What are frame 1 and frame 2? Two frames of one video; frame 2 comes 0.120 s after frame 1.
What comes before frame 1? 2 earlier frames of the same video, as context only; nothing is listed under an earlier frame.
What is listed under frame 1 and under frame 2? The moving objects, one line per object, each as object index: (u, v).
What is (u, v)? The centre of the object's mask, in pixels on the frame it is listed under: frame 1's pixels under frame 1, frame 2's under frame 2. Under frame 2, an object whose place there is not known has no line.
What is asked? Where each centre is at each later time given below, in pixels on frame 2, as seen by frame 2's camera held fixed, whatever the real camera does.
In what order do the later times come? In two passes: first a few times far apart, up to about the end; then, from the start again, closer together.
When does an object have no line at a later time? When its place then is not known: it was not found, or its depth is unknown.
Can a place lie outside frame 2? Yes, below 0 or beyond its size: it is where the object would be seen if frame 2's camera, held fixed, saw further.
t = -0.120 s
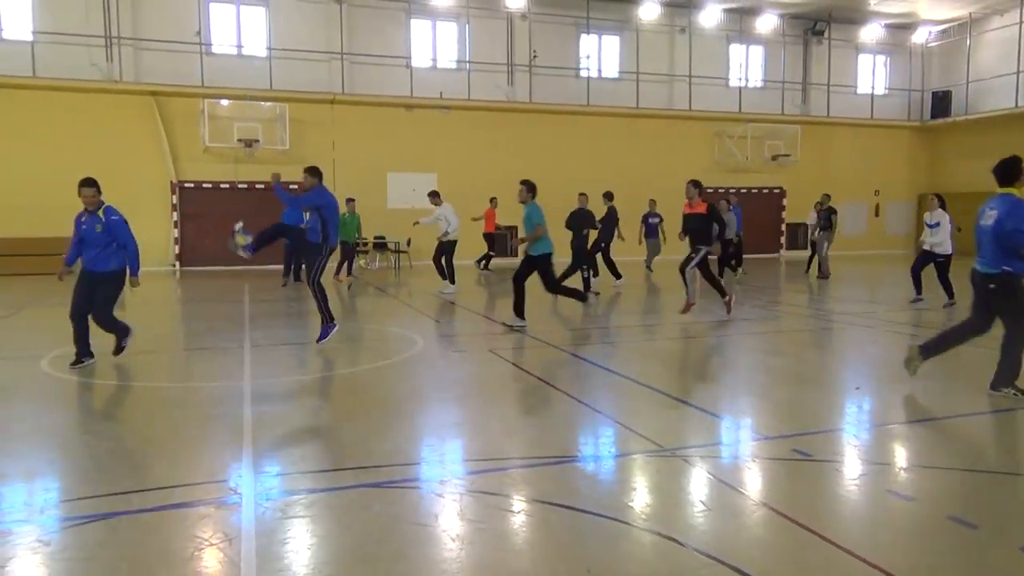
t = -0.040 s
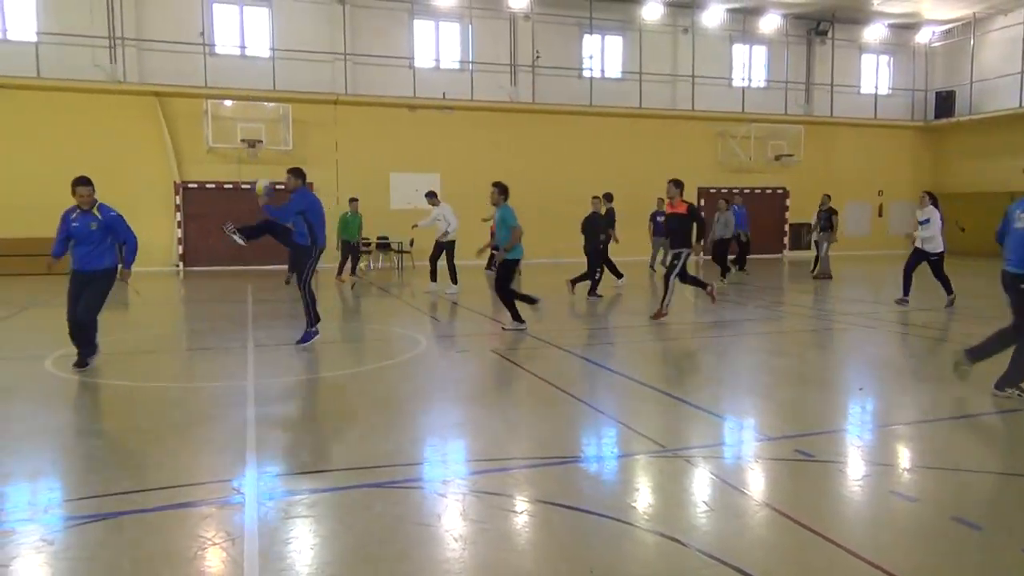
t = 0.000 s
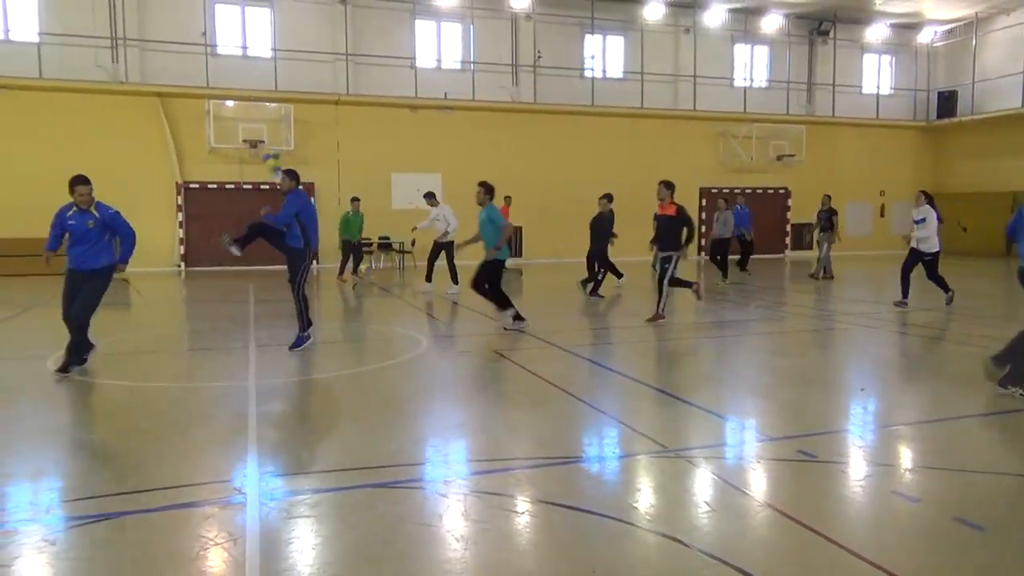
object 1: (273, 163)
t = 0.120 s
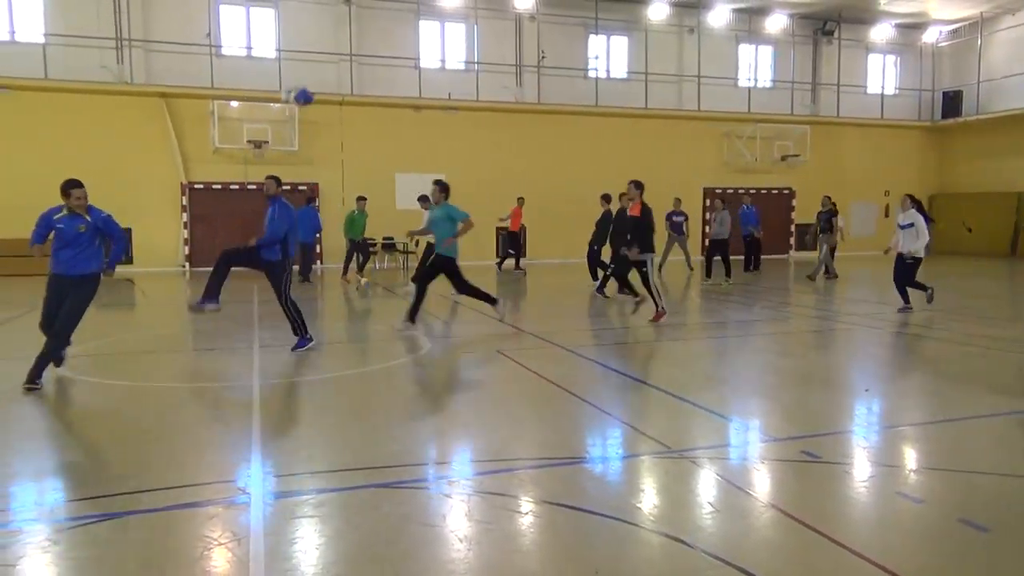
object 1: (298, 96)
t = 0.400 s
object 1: (370, 6)
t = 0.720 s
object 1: (458, 23)
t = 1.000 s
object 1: (548, 185)
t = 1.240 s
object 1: (602, 430)
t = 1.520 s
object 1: (636, 403)
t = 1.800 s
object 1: (666, 471)
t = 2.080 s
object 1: (690, 476)
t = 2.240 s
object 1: (700, 477)
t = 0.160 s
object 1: (308, 75)
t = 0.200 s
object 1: (316, 56)
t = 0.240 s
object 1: (327, 40)
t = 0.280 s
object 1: (339, 25)
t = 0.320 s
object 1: (349, 17)
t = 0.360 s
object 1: (359, 10)
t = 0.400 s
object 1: (370, 6)
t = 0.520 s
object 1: (403, 7)
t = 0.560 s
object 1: (410, 10)
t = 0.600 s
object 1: (419, 11)
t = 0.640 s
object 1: (429, 12)
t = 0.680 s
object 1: (442, 16)
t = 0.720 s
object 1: (458, 23)
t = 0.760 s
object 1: (472, 37)
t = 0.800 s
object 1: (485, 53)
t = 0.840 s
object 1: (498, 69)
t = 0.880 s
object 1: (512, 92)
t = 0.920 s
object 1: (526, 118)
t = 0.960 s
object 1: (538, 150)
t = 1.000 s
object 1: (548, 185)
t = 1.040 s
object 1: (558, 220)
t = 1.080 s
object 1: (570, 254)
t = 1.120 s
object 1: (578, 297)
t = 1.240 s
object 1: (602, 430)
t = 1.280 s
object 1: (608, 451)
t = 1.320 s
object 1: (615, 438)
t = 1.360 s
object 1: (620, 426)
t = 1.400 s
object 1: (624, 417)
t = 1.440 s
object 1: (628, 409)
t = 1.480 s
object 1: (632, 404)
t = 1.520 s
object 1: (636, 403)
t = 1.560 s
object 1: (641, 406)
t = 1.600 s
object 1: (645, 412)
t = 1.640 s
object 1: (649, 420)
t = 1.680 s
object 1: (654, 429)
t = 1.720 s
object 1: (657, 440)
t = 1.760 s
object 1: (662, 454)
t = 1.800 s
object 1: (666, 471)
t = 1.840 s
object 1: (670, 465)
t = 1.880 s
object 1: (673, 460)
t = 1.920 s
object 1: (677, 458)
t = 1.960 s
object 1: (680, 459)
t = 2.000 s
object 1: (683, 464)
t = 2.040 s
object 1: (686, 470)
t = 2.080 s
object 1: (690, 476)
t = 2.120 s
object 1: (692, 474)
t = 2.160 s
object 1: (695, 475)
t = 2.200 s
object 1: (698, 477)
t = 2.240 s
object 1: (700, 477)
